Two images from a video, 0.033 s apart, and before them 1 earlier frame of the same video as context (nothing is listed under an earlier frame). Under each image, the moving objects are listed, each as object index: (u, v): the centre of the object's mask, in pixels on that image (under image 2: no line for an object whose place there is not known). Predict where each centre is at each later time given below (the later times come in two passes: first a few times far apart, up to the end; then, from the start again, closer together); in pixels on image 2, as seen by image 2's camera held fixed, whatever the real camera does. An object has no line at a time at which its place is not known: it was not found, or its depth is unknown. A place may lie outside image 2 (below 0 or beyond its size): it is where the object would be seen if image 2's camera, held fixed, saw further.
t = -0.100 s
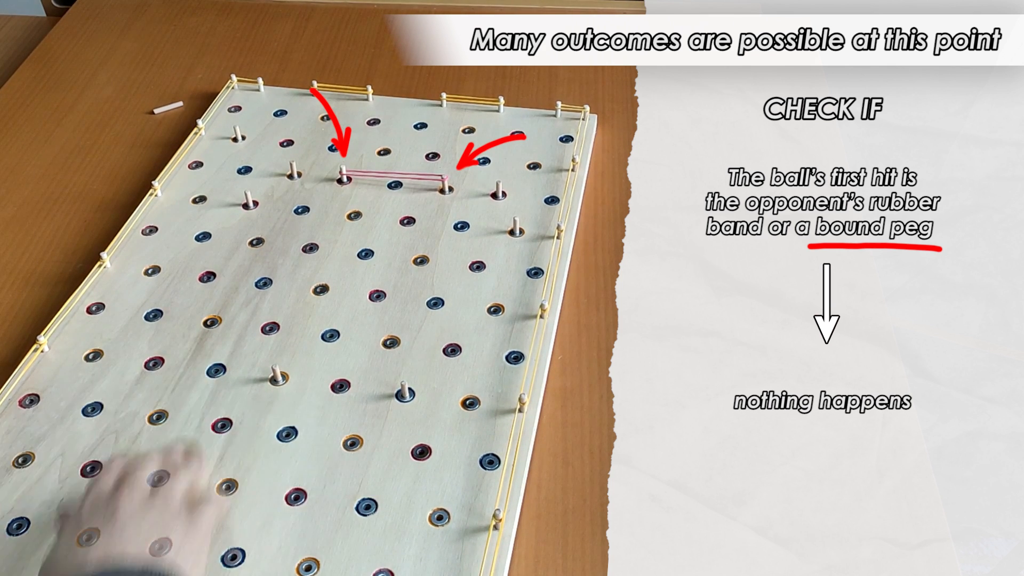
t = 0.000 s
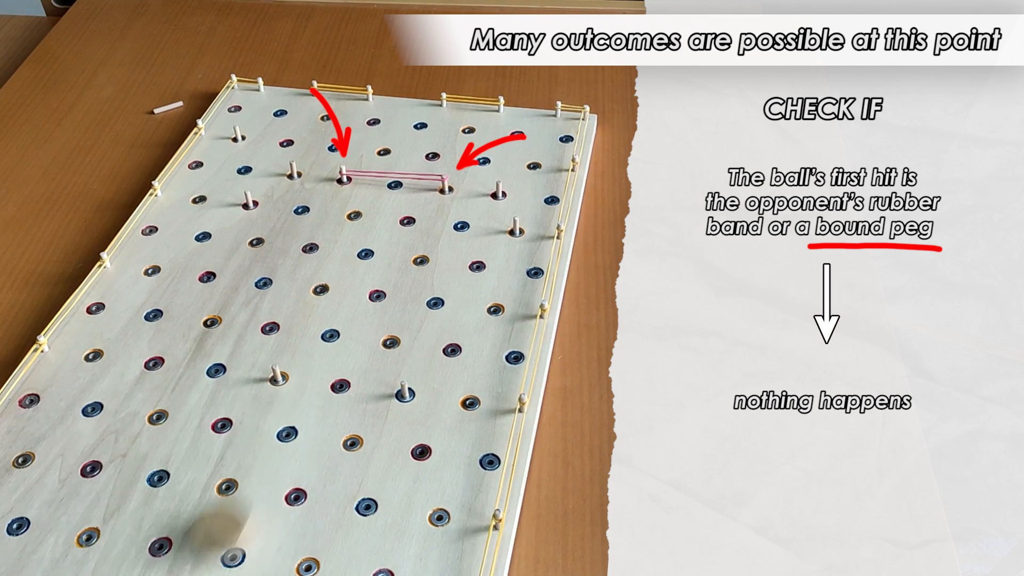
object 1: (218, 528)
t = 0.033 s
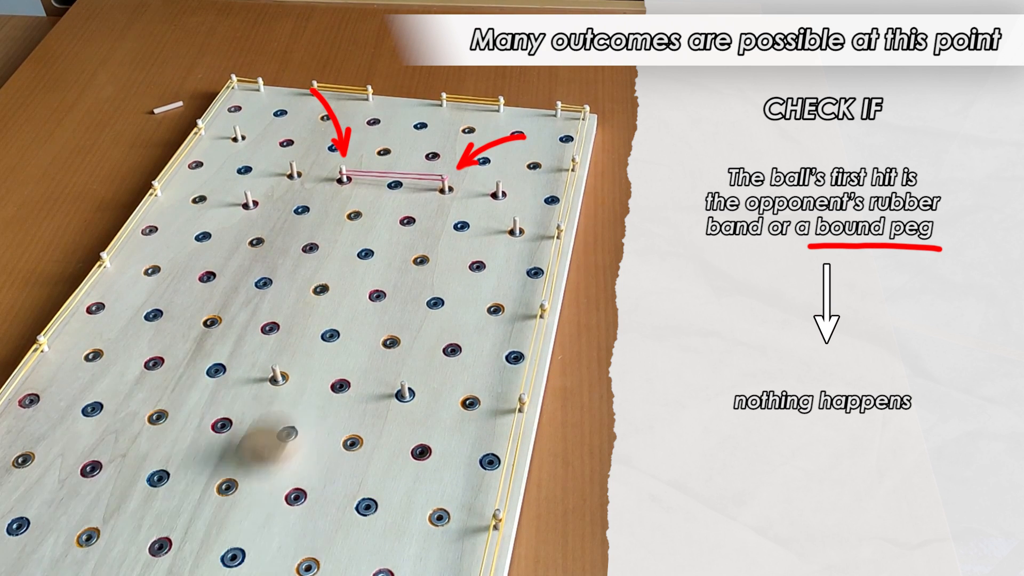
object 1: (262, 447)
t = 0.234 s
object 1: (394, 195)
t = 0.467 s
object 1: (190, 426)
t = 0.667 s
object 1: (84, 550)
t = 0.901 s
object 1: (72, 559)
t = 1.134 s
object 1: (72, 559)
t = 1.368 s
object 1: (72, 559)
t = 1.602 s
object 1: (72, 559)
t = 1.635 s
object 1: (72, 559)
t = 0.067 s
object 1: (306, 368)
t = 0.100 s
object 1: (341, 311)
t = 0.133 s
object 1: (369, 260)
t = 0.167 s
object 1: (392, 217)
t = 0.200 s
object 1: (411, 181)
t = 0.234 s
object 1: (394, 195)
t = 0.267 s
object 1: (364, 227)
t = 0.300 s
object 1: (333, 261)
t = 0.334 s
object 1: (303, 296)
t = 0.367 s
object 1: (272, 329)
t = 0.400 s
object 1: (244, 364)
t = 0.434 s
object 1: (217, 394)
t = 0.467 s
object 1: (190, 426)
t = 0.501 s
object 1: (167, 453)
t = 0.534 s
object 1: (144, 479)
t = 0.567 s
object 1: (125, 502)
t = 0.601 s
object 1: (109, 521)
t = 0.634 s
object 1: (94, 540)
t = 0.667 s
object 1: (84, 550)
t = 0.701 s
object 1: (76, 555)
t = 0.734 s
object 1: (73, 558)
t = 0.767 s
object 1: (72, 559)
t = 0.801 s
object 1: (72, 559)
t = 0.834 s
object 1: (72, 559)
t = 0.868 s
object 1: (72, 559)
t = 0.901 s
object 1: (72, 559)
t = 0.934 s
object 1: (72, 559)
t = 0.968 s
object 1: (72, 559)
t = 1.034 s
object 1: (72, 559)
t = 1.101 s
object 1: (72, 559)
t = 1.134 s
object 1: (72, 559)
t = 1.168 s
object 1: (72, 559)
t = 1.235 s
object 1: (72, 559)
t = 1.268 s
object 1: (72, 559)
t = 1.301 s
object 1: (72, 559)
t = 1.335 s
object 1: (72, 559)
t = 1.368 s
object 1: (72, 559)
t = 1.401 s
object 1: (72, 559)
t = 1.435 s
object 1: (72, 559)
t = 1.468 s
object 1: (72, 559)
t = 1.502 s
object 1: (72, 559)
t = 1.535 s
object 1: (72, 559)
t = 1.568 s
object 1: (72, 559)
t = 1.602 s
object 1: (72, 559)
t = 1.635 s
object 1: (72, 559)
